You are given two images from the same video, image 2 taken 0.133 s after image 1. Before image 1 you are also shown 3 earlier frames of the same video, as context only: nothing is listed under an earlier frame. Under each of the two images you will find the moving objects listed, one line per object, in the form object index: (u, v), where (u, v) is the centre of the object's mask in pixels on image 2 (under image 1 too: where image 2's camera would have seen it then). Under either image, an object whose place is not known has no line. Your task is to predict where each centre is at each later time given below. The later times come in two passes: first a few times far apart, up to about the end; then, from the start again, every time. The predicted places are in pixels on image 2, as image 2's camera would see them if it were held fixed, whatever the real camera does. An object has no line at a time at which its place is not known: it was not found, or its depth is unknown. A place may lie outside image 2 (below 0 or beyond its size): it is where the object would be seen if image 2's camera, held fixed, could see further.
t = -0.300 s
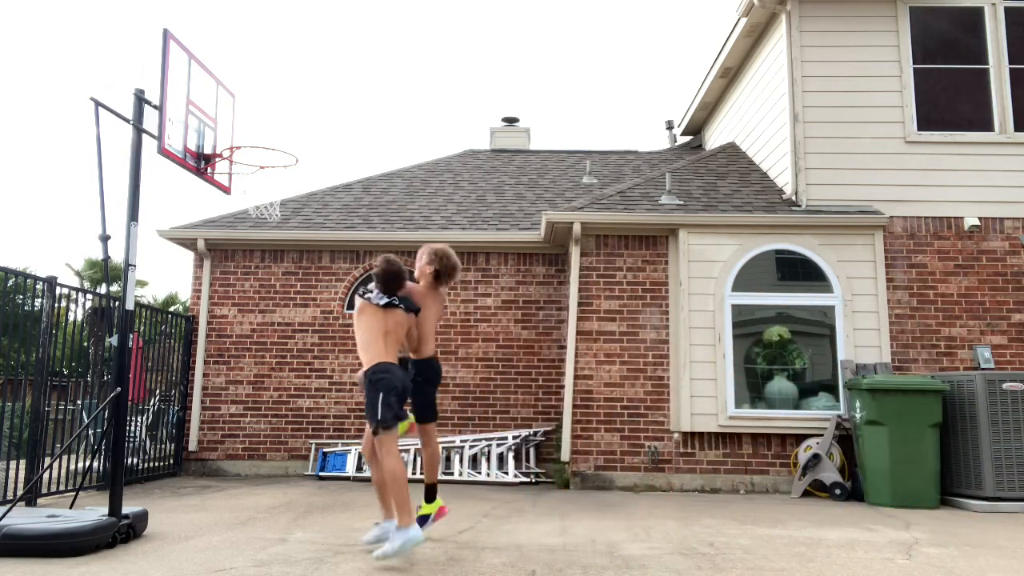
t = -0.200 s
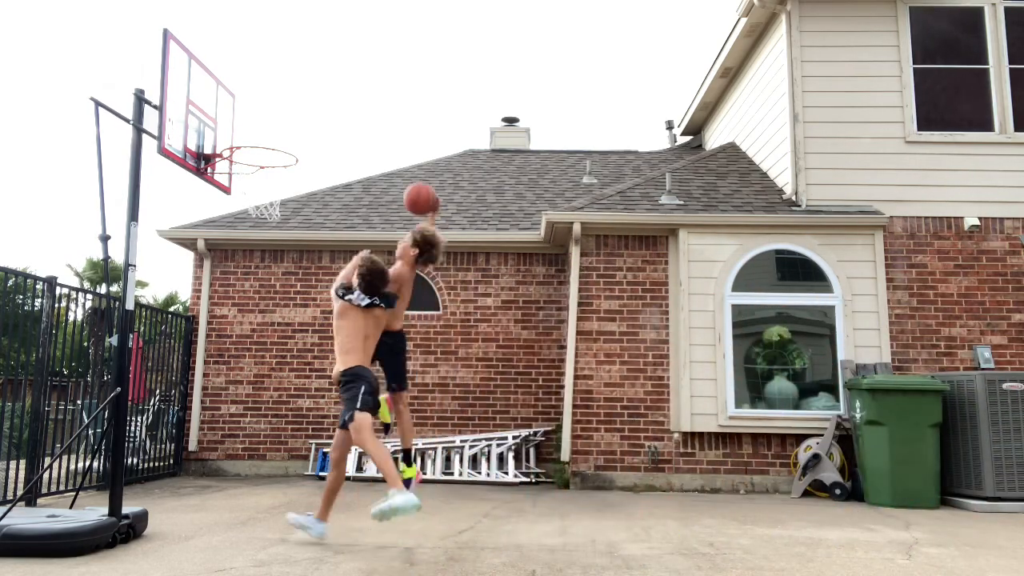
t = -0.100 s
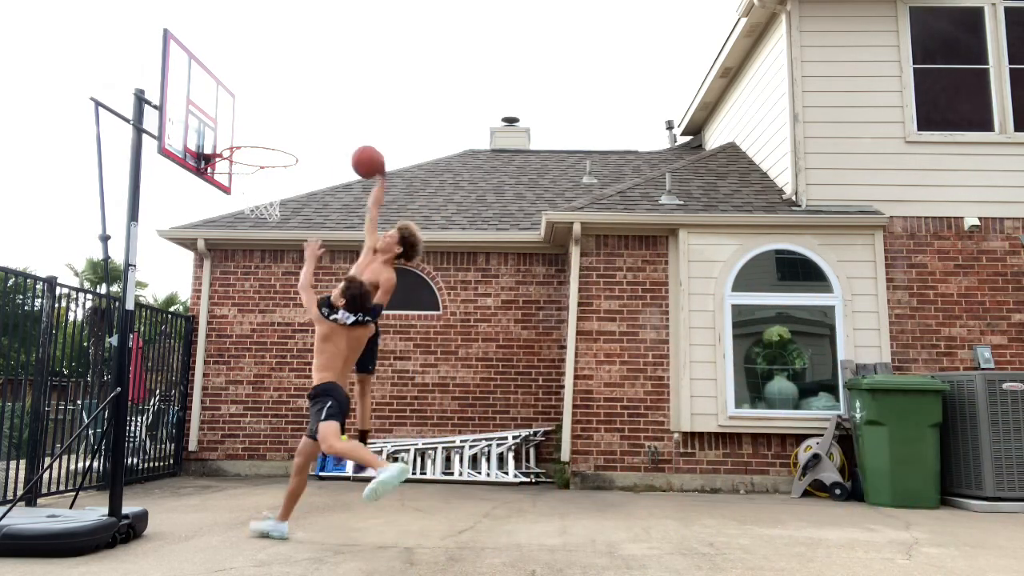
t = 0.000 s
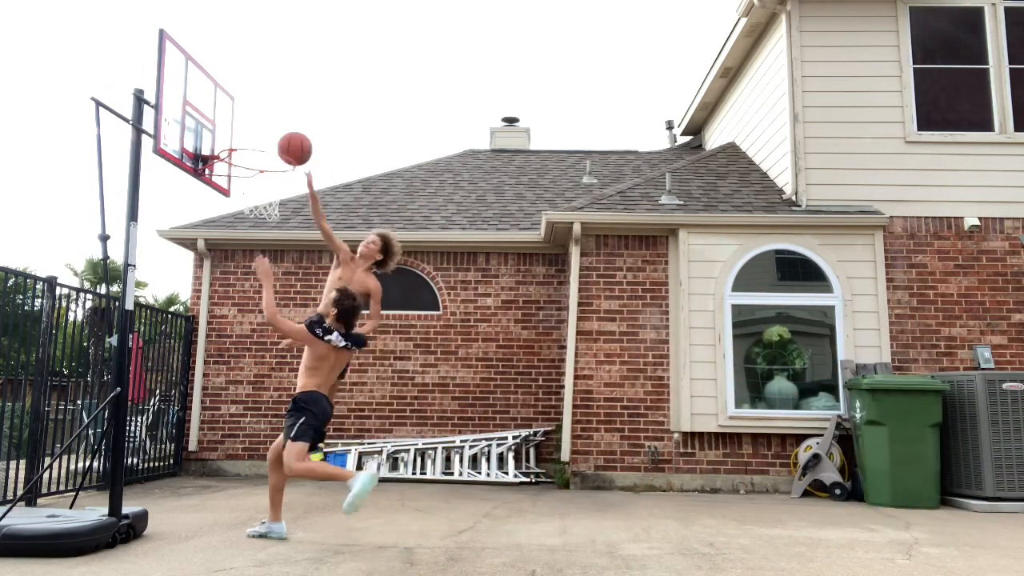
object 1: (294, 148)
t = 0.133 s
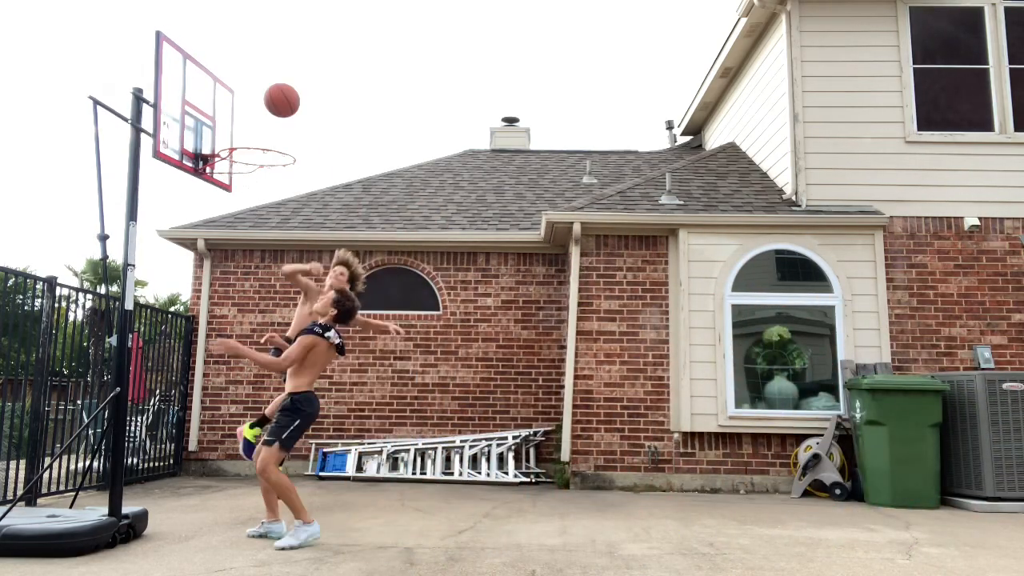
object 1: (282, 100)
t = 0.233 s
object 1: (273, 75)
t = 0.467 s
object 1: (249, 71)
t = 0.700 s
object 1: (213, 128)
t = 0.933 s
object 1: (178, 154)
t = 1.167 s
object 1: (171, 269)
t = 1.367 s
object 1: (153, 471)
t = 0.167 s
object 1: (279, 90)
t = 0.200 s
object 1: (276, 82)
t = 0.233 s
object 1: (273, 75)
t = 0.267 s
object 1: (270, 70)
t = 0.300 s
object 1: (266, 66)
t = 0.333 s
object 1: (263, 64)
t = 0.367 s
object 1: (259, 63)
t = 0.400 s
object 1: (256, 64)
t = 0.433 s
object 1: (252, 66)
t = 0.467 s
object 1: (249, 71)
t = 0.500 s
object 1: (245, 76)
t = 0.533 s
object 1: (241, 84)
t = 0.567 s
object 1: (237, 93)
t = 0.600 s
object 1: (232, 104)
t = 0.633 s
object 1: (227, 117)
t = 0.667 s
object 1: (223, 129)
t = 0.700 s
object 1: (213, 128)
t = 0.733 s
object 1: (204, 127)
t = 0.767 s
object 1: (194, 129)
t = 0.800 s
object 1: (183, 132)
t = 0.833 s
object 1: (179, 136)
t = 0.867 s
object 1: (178, 140)
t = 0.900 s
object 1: (178, 145)
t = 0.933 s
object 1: (178, 154)
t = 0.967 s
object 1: (177, 163)
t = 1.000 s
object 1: (177, 175)
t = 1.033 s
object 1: (176, 190)
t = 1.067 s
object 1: (175, 206)
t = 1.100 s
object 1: (174, 225)
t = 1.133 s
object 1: (172, 246)
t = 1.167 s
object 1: (171, 269)
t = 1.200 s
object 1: (168, 297)
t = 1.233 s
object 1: (166, 325)
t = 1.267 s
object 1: (163, 356)
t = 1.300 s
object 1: (160, 391)
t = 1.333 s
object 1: (157, 429)
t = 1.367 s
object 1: (153, 471)
